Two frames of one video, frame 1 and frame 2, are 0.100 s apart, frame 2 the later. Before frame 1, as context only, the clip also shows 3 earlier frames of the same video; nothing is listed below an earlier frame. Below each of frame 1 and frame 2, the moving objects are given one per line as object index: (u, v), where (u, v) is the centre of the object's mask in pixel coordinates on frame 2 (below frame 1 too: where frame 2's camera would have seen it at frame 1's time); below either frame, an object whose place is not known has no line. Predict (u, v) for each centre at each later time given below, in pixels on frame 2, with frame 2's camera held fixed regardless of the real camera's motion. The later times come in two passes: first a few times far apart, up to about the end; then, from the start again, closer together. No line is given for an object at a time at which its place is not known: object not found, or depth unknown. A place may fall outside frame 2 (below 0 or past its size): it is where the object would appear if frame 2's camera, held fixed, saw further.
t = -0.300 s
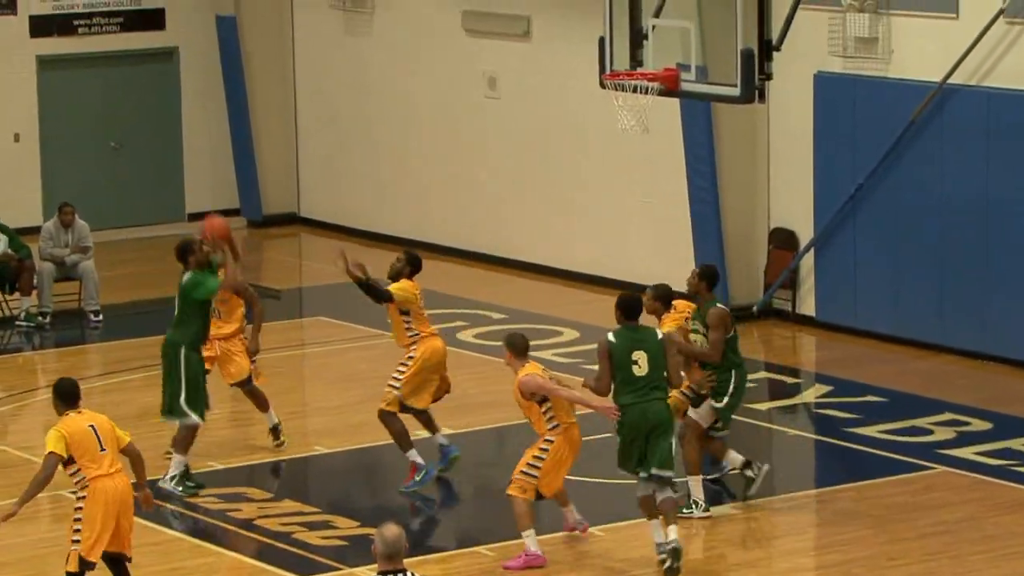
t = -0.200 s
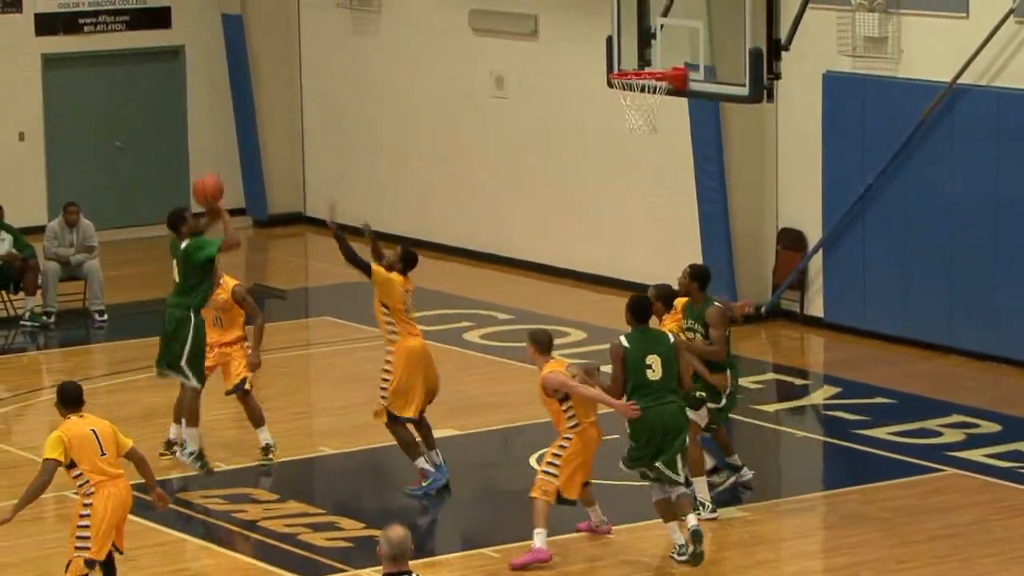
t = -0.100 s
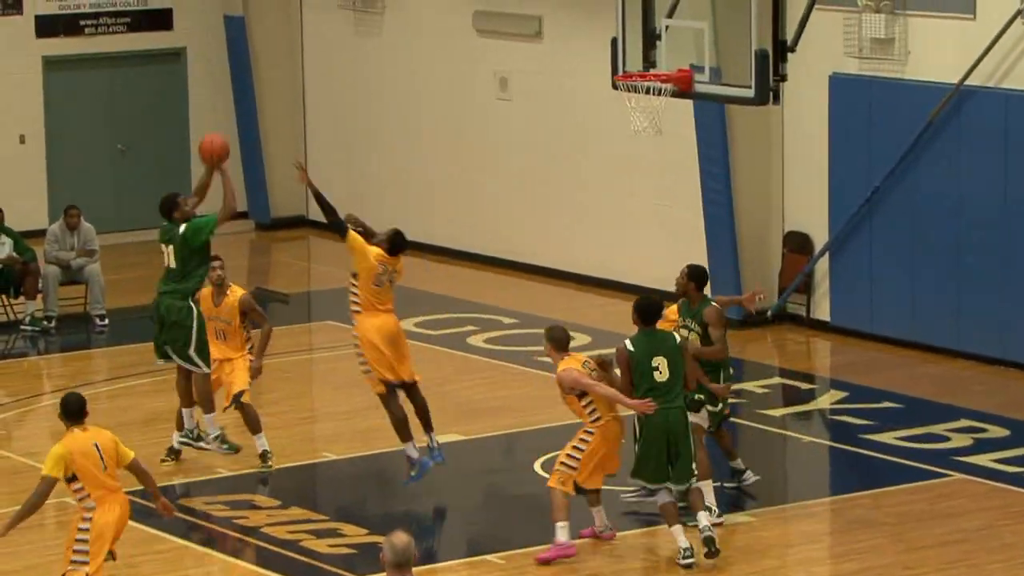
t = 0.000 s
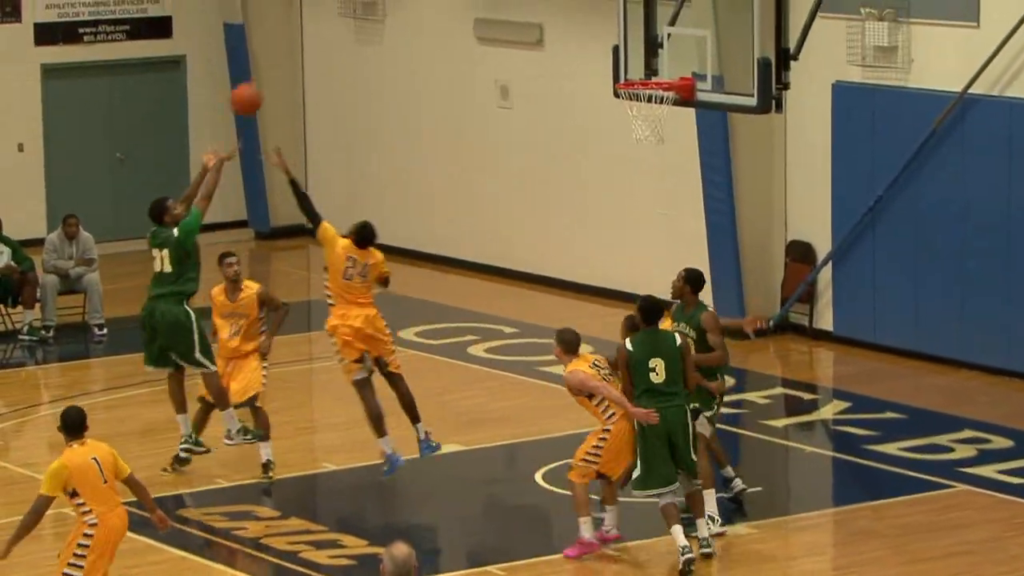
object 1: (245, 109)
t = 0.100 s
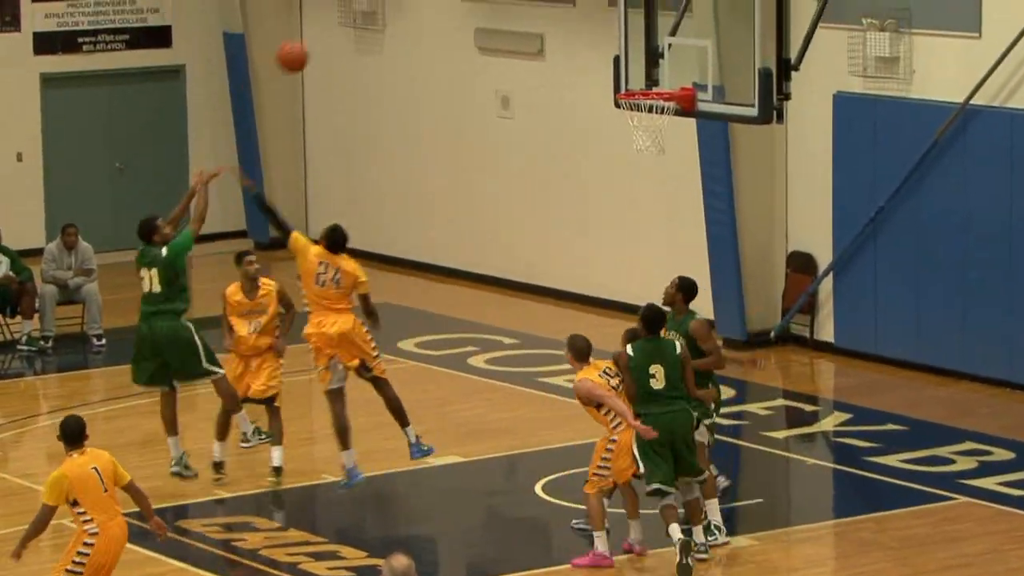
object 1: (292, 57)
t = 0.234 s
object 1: (354, 6)
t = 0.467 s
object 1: (461, -17)
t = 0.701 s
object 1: (565, 17)
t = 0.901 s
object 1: (653, 110)
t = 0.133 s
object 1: (307, 41)
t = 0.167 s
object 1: (324, 28)
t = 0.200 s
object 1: (339, 17)
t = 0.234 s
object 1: (354, 6)
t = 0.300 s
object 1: (384, -8)
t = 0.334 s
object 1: (400, -11)
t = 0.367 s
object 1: (415, -14)
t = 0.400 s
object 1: (431, -16)
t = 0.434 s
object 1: (446, -17)
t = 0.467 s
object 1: (461, -17)
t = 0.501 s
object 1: (478, -16)
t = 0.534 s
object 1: (492, -14)
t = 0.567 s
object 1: (507, -11)
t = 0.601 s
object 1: (521, -8)
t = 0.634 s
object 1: (536, -1)
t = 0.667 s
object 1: (551, 7)
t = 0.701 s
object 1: (565, 17)
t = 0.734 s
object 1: (581, 30)
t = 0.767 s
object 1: (595, 42)
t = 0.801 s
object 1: (610, 56)
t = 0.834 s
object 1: (624, 71)
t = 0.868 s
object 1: (639, 86)
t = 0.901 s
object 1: (653, 110)
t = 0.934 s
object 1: (664, 120)
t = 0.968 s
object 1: (669, 124)
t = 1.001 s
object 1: (671, 130)
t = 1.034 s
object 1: (673, 136)
